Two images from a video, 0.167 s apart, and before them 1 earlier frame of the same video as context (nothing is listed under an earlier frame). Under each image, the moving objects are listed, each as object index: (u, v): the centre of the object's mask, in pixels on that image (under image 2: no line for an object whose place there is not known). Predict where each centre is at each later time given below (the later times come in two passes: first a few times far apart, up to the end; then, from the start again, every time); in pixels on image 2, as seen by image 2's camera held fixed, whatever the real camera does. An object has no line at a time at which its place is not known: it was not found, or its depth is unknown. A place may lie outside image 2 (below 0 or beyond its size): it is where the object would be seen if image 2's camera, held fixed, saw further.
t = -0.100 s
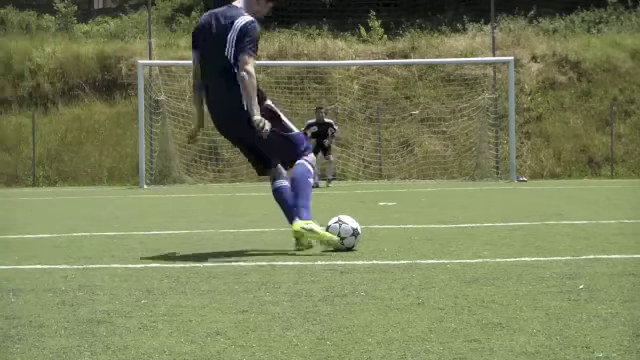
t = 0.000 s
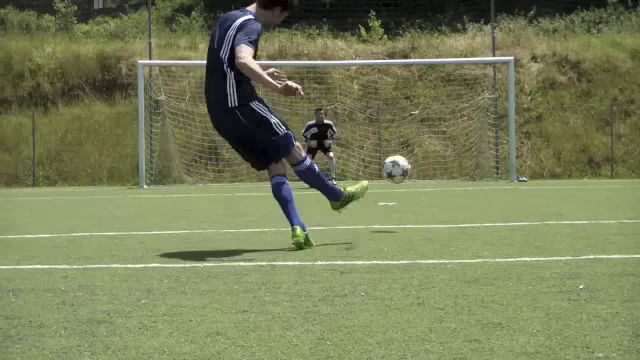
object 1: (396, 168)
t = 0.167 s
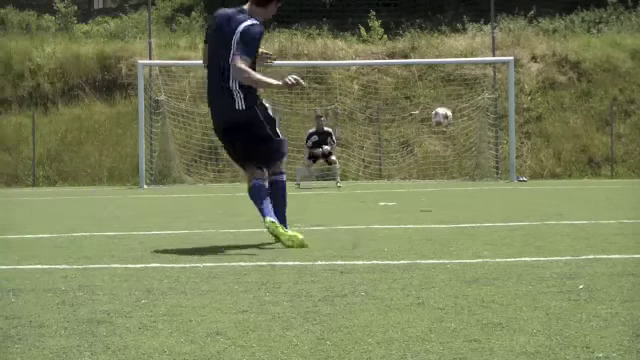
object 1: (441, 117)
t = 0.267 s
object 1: (454, 109)
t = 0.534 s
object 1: (455, 132)
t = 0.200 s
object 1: (448, 112)
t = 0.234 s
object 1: (452, 110)
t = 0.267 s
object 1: (454, 109)
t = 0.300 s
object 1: (456, 109)
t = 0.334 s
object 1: (457, 110)
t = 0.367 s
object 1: (458, 112)
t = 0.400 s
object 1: (458, 116)
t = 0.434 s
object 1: (458, 118)
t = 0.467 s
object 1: (458, 121)
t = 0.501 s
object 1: (457, 126)
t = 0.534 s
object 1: (455, 132)
